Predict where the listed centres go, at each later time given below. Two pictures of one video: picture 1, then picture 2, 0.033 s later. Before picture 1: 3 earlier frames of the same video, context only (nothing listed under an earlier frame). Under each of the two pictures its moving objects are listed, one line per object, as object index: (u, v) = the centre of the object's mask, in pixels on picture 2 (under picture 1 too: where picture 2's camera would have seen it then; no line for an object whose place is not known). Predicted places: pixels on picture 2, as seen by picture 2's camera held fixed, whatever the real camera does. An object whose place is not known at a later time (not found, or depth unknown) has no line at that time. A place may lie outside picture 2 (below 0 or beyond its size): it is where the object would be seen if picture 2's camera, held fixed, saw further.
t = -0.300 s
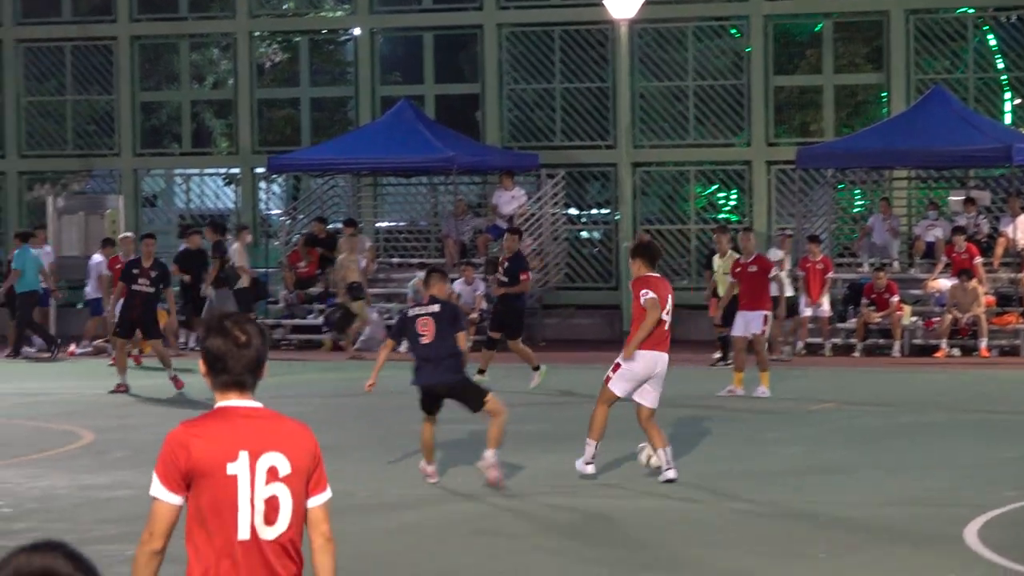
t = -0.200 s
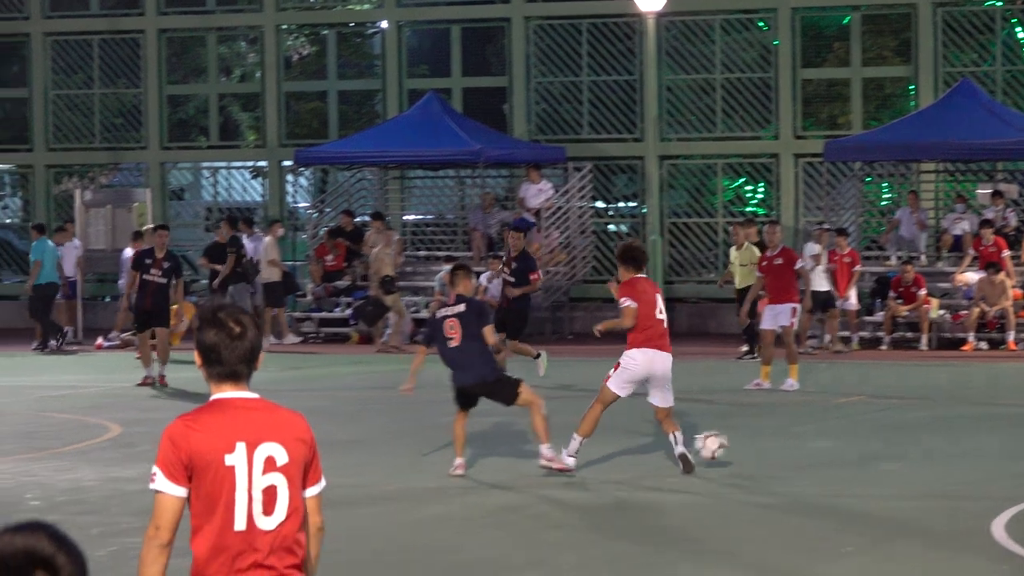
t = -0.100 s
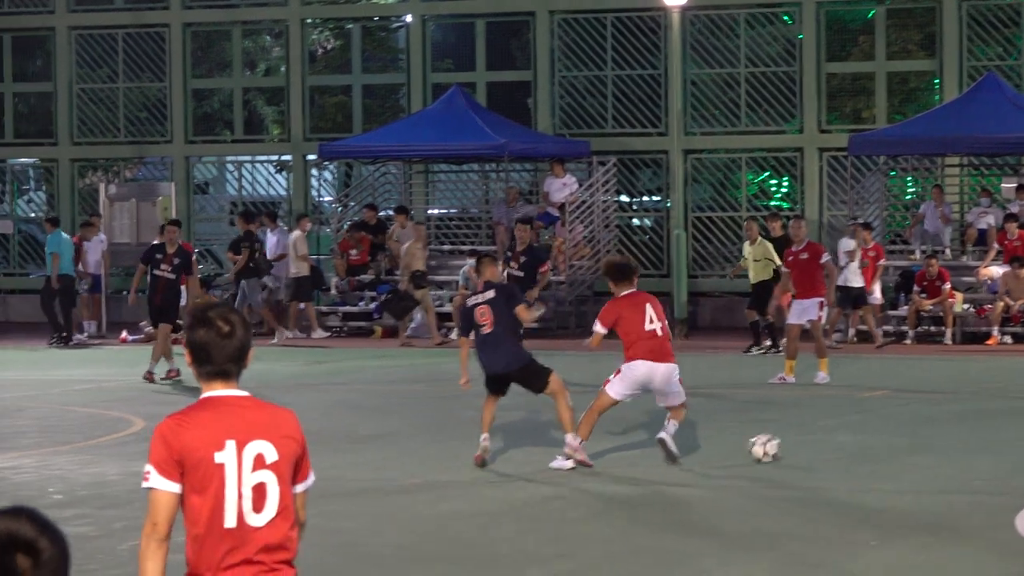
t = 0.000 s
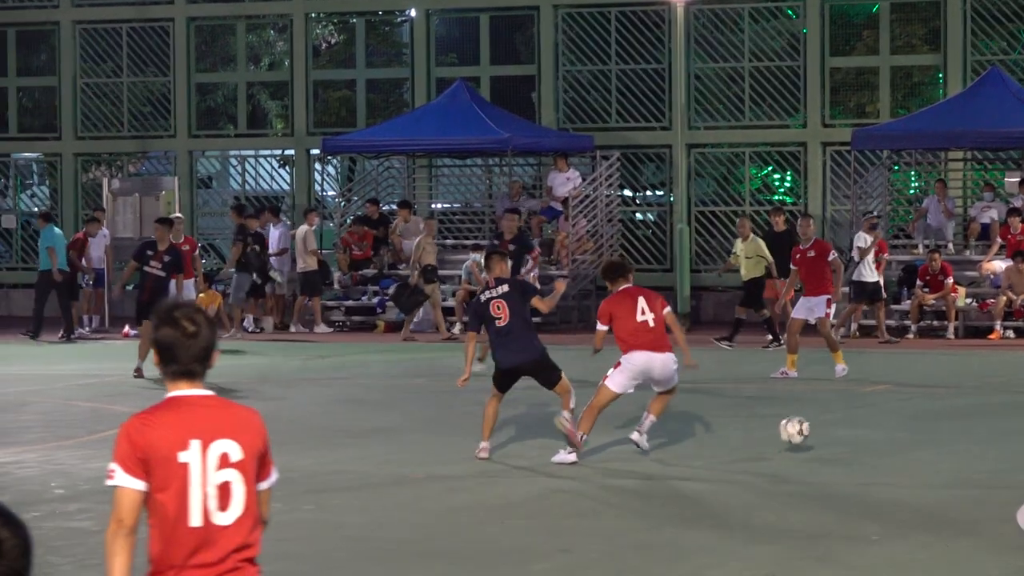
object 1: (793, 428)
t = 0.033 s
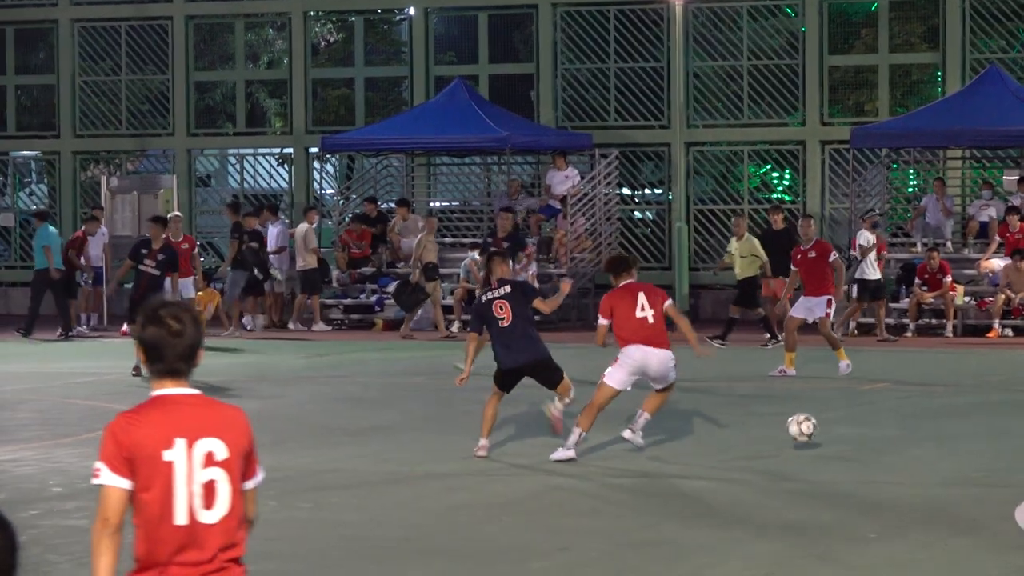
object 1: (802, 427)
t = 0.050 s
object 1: (806, 427)
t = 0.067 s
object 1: (810, 427)
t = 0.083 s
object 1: (814, 427)
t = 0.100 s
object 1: (818, 428)
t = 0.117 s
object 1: (821, 430)
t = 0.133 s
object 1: (825, 432)
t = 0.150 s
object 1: (829, 434)
